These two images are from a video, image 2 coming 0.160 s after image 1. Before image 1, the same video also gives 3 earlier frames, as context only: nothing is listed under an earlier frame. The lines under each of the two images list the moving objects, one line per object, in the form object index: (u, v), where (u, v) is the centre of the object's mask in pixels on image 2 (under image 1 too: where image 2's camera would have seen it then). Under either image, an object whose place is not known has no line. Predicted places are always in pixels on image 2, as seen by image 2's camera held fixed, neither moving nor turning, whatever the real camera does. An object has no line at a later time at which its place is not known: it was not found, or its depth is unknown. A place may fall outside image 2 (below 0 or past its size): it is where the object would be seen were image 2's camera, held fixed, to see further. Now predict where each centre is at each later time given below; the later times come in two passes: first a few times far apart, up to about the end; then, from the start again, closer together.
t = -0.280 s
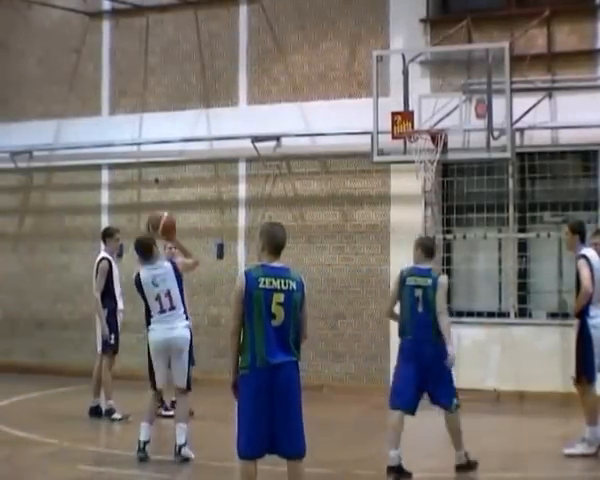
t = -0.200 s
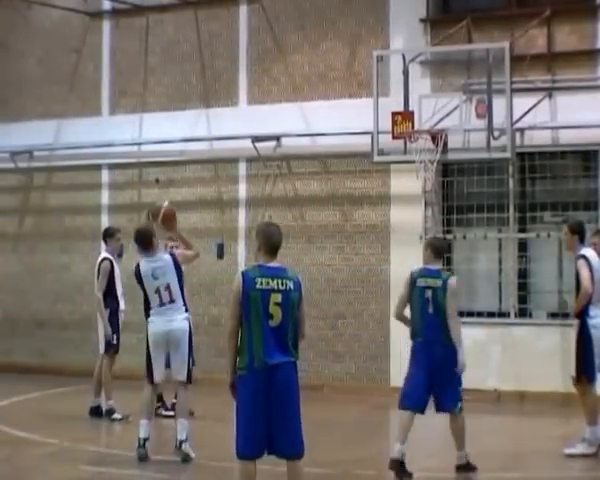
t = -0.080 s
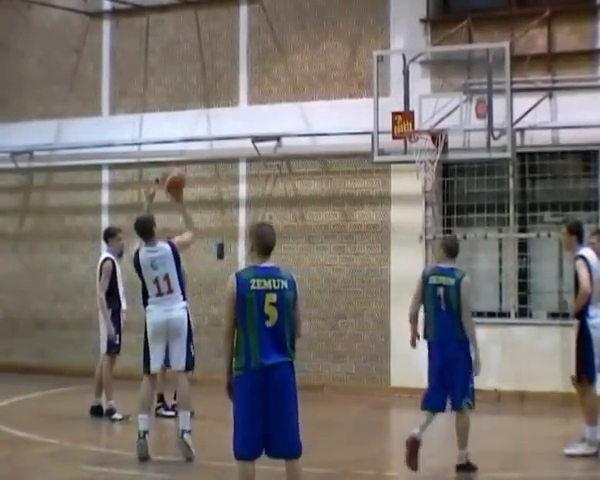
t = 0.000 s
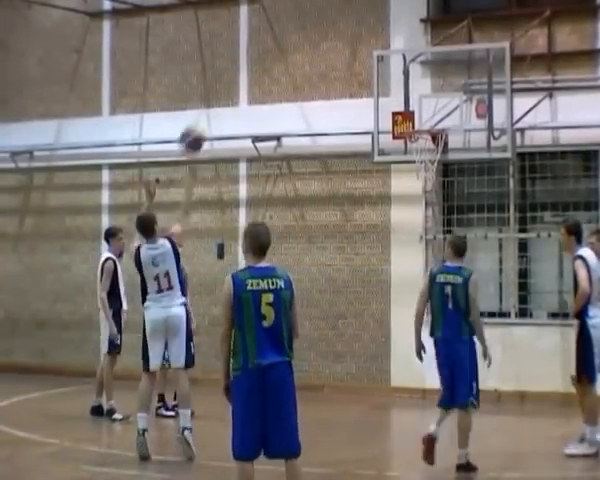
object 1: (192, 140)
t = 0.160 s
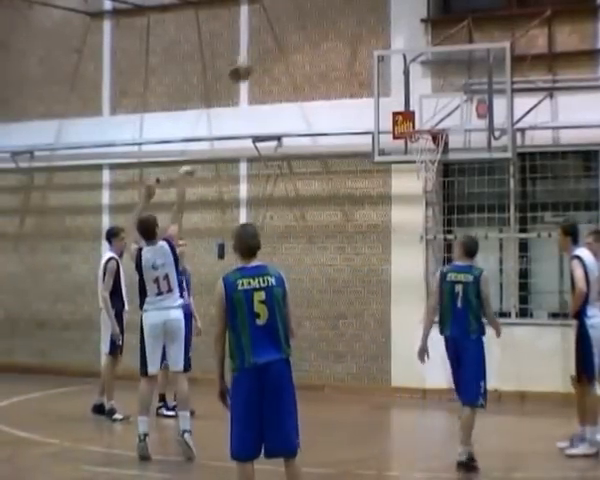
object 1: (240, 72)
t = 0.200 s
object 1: (250, 58)
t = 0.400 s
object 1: (302, 22)
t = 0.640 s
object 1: (360, 37)
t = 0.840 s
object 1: (401, 92)
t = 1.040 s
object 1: (437, 153)
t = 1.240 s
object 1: (436, 156)
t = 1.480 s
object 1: (424, 170)
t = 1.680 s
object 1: (413, 214)
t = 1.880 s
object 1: (402, 297)
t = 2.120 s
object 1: (386, 396)
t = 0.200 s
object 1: (250, 58)
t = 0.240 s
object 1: (262, 45)
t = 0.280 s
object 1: (271, 35)
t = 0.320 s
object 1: (282, 30)
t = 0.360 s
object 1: (293, 24)
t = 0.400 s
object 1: (302, 22)
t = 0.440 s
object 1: (312, 20)
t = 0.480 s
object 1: (323, 21)
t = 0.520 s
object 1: (332, 23)
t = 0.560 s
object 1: (342, 26)
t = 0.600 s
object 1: (352, 31)
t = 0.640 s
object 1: (360, 37)
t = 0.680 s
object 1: (368, 45)
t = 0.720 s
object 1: (376, 54)
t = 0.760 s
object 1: (384, 65)
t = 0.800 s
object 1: (392, 79)
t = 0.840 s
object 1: (401, 92)
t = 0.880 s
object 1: (410, 105)
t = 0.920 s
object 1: (417, 121)
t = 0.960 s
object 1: (423, 140)
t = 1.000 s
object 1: (432, 153)
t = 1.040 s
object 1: (437, 153)
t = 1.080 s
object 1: (439, 153)
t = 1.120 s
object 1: (438, 153)
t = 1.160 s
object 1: (438, 154)
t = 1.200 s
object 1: (437, 155)
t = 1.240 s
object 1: (436, 156)
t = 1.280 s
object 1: (436, 157)
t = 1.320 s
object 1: (434, 158)
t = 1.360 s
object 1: (432, 158)
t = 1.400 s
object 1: (430, 160)
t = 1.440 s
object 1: (426, 163)
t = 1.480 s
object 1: (424, 170)
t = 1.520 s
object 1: (423, 174)
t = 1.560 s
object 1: (420, 184)
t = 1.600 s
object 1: (418, 193)
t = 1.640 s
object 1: (416, 204)
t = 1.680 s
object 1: (413, 214)
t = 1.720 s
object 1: (411, 227)
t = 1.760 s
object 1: (408, 241)
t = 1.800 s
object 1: (405, 258)
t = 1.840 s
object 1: (403, 277)
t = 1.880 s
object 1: (402, 297)
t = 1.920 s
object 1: (399, 317)
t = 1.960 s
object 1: (399, 338)
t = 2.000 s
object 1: (396, 361)
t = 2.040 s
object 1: (393, 385)
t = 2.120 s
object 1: (386, 396)
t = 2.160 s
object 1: (385, 378)
